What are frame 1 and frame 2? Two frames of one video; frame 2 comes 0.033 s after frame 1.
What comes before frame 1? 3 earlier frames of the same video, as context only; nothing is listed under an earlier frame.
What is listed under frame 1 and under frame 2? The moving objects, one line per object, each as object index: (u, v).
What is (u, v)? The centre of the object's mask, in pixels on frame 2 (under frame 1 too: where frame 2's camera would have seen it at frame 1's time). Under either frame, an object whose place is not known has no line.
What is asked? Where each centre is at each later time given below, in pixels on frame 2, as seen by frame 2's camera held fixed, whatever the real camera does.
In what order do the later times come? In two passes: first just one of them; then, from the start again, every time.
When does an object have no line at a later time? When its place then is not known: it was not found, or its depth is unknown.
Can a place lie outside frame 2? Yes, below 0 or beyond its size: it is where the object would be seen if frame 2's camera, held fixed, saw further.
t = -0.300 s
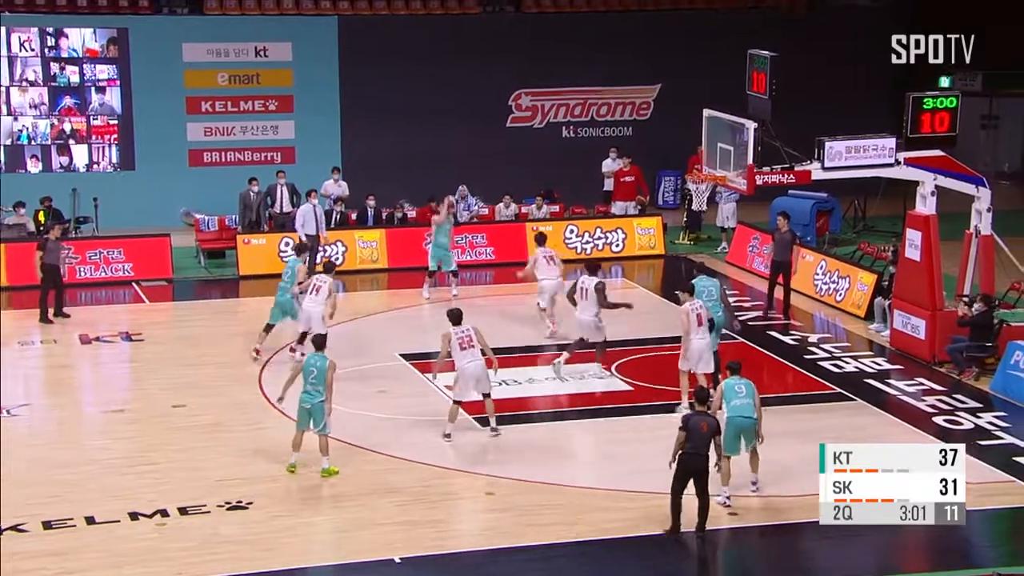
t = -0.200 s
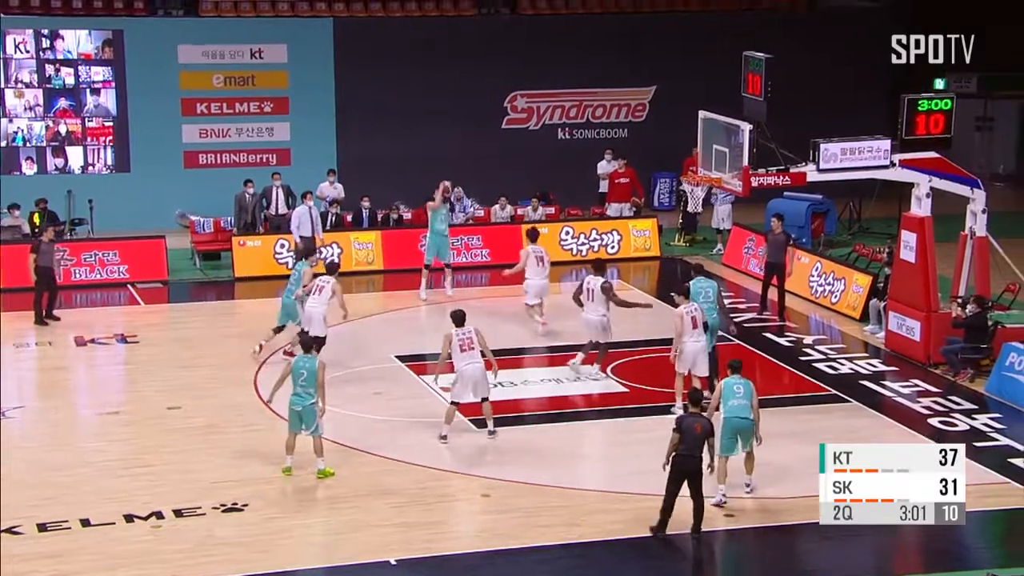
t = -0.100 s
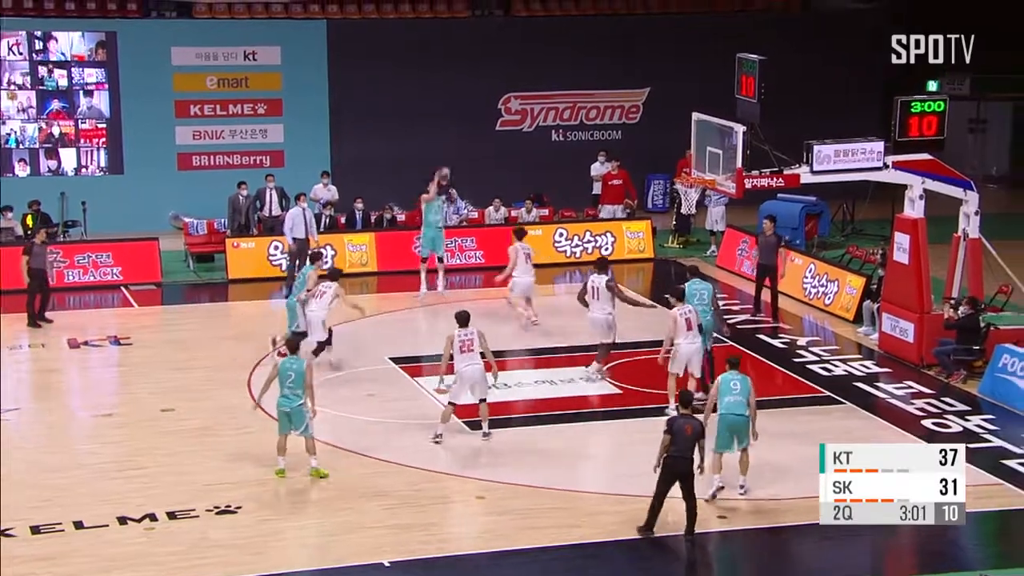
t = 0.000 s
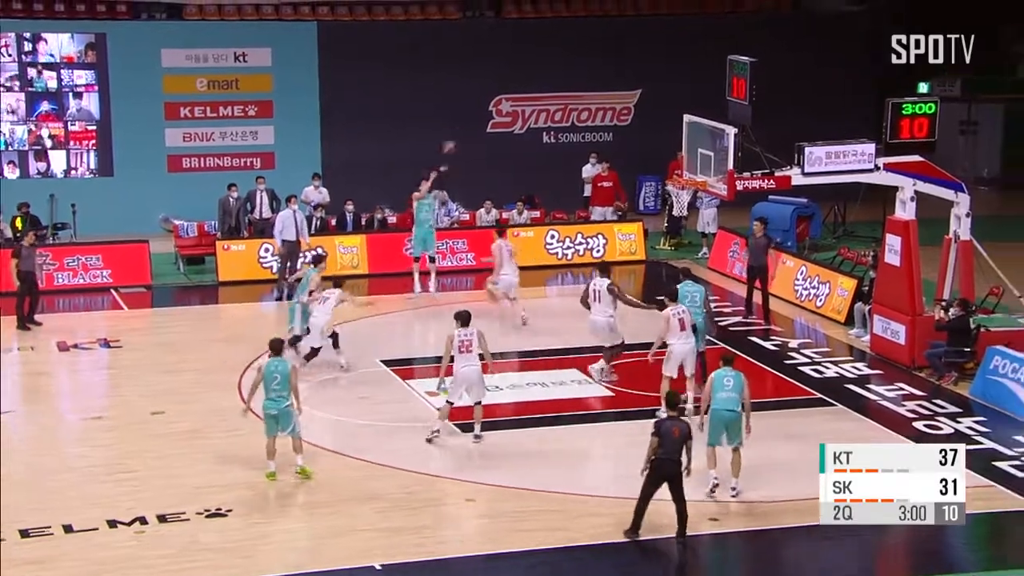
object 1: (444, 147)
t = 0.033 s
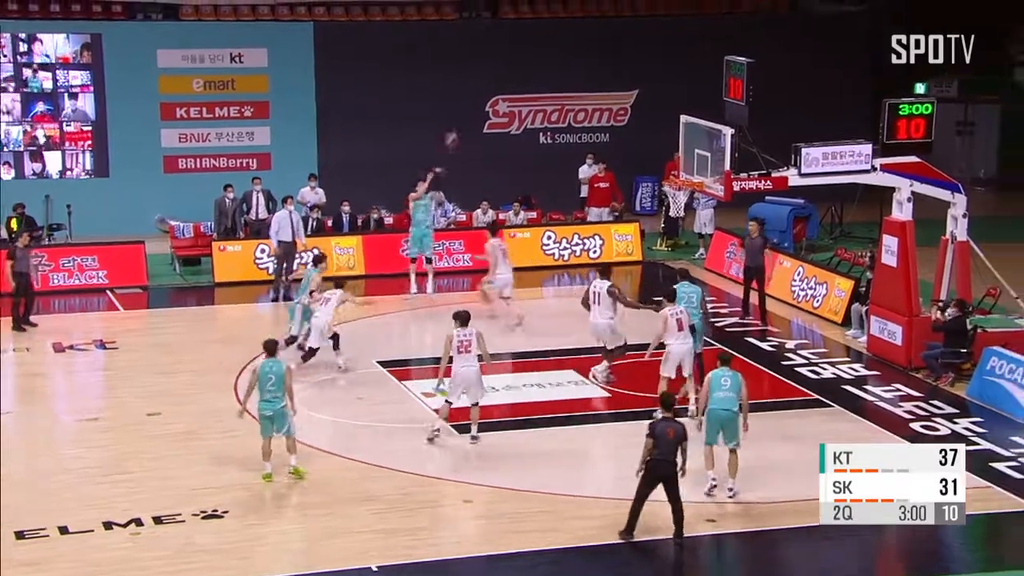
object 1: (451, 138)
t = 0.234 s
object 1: (492, 92)
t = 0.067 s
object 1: (457, 130)
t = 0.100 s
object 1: (464, 121)
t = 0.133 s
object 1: (471, 114)
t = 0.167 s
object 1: (478, 106)
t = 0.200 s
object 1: (485, 99)
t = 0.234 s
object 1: (492, 92)
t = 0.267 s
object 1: (499, 87)
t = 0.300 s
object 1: (506, 83)
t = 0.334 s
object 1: (513, 79)
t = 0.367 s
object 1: (521, 75)
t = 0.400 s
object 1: (527, 73)
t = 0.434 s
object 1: (535, 70)
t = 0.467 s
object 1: (541, 68)
